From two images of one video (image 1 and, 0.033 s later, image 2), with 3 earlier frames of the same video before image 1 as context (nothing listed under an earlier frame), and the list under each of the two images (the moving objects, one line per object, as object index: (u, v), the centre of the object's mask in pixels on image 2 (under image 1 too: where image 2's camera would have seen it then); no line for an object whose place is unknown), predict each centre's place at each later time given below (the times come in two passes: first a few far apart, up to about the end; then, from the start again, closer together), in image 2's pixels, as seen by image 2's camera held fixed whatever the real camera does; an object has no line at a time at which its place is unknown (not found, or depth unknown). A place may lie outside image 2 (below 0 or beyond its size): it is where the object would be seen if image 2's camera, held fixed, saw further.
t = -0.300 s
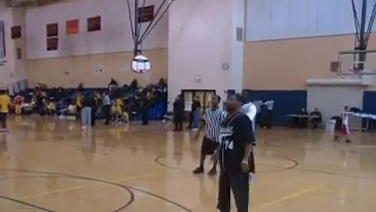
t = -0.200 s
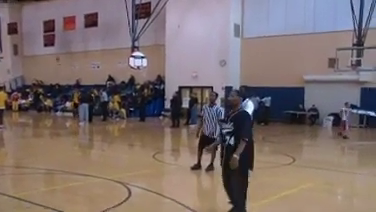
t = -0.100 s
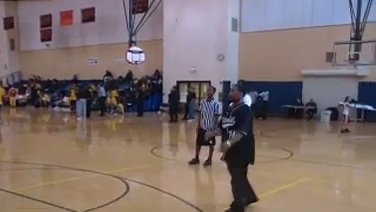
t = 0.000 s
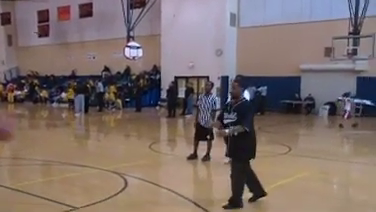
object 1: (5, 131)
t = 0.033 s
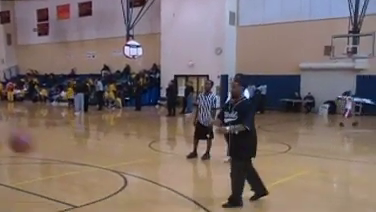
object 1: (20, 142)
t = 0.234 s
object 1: (119, 204)
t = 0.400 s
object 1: (157, 151)
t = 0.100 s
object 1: (58, 170)
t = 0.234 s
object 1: (119, 204)
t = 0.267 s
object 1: (127, 192)
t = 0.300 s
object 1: (135, 180)
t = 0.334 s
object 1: (142, 170)
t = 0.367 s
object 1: (150, 160)
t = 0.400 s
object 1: (157, 151)
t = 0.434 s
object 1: (165, 144)
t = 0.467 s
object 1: (173, 138)
